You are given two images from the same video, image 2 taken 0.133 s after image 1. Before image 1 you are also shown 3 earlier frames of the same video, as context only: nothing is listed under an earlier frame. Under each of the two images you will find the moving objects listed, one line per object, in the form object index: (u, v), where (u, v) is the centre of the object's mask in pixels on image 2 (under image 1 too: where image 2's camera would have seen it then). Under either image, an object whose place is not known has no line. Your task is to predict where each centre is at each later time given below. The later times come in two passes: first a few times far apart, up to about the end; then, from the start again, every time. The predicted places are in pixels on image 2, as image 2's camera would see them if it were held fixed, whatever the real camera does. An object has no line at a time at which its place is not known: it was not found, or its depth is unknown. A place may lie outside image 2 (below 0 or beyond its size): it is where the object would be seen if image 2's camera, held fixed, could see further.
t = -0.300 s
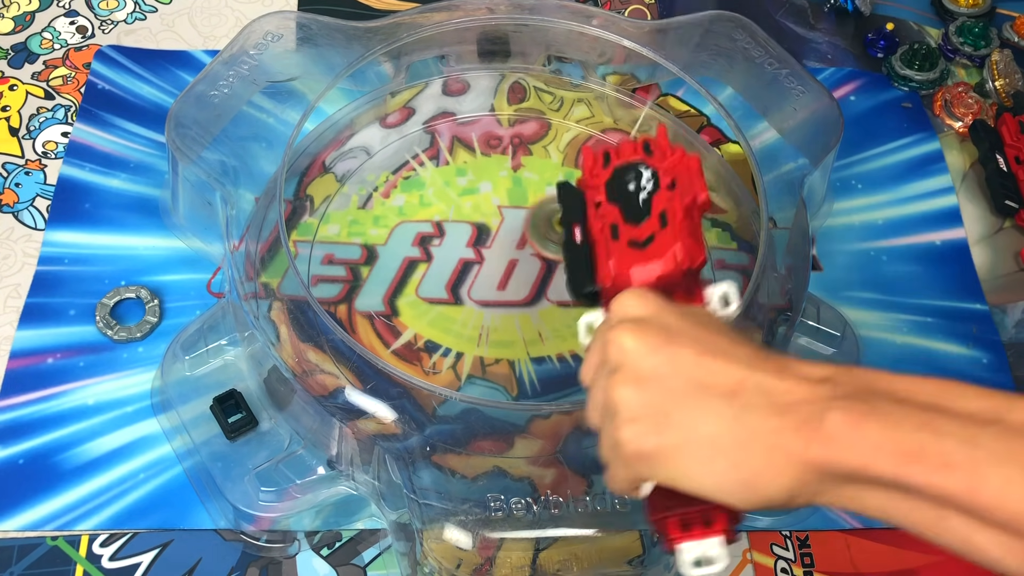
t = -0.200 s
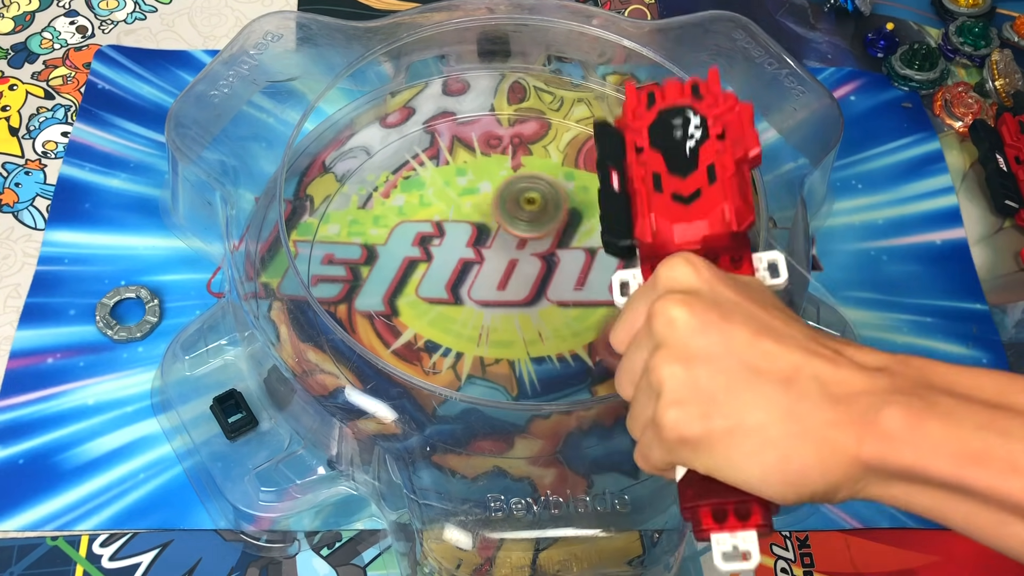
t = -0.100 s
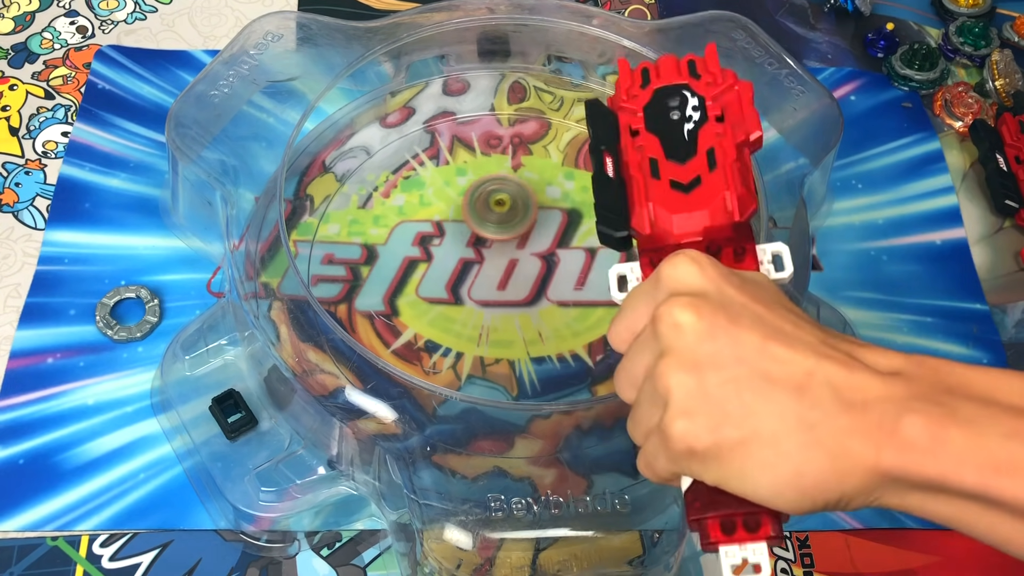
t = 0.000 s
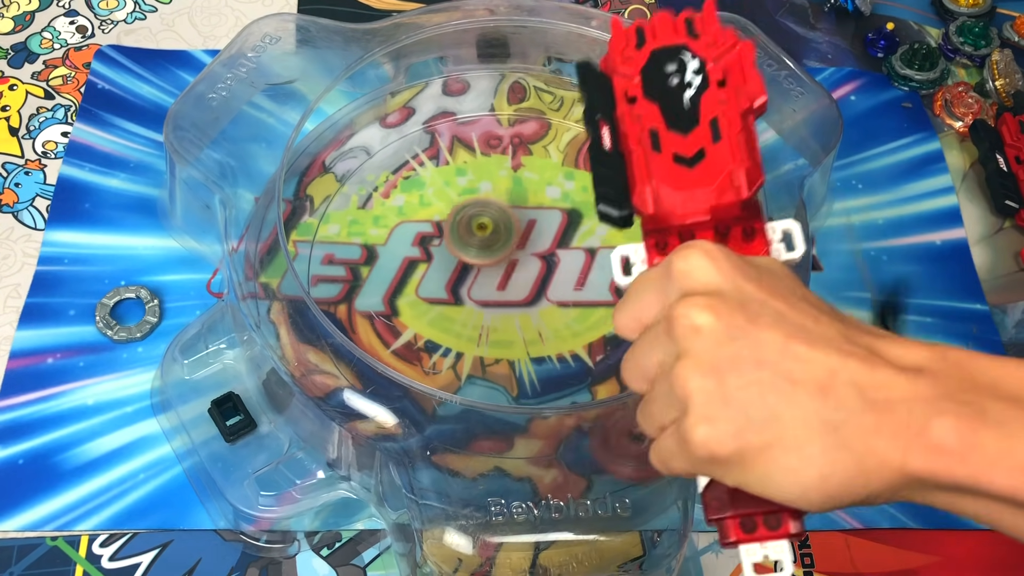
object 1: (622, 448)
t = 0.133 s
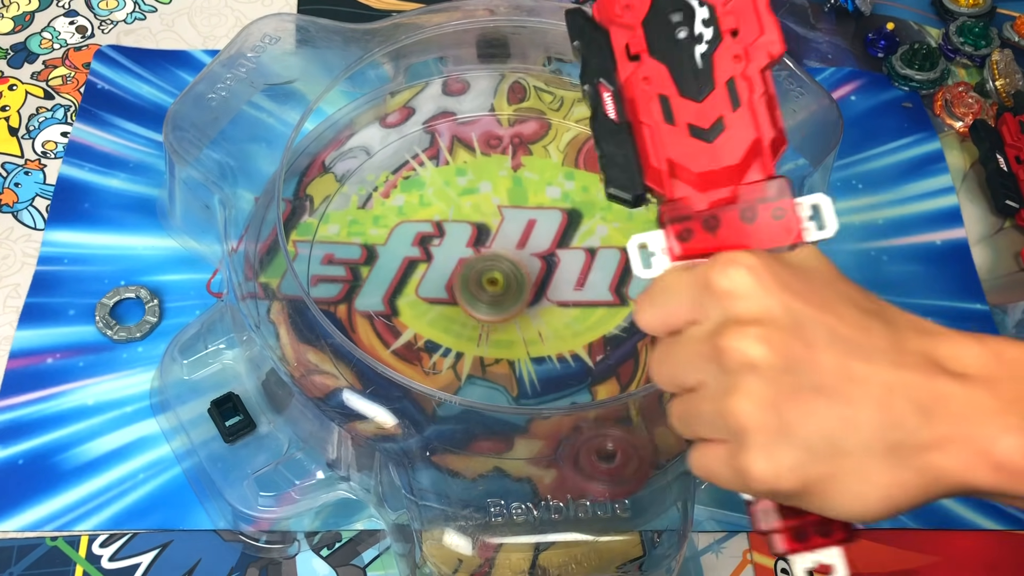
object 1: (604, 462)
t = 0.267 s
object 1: (579, 448)
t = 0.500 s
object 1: (517, 460)
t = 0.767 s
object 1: (514, 374)
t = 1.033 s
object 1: (397, 373)
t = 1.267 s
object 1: (447, 295)
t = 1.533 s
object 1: (375, 328)
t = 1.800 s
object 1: (345, 215)
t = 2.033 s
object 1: (457, 312)
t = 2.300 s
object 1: (503, 403)
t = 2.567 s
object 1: (453, 196)
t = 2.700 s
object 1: (315, 220)
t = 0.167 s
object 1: (606, 449)
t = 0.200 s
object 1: (600, 446)
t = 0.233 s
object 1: (591, 446)
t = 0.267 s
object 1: (579, 448)
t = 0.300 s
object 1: (569, 454)
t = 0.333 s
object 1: (562, 456)
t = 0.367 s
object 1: (552, 459)
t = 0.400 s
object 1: (547, 462)
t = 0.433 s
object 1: (536, 463)
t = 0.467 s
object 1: (524, 463)
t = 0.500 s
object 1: (517, 460)
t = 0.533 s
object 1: (510, 457)
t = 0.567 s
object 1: (506, 453)
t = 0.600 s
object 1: (499, 447)
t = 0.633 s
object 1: (493, 438)
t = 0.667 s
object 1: (490, 426)
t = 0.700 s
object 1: (496, 416)
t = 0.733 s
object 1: (511, 395)
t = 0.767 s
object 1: (514, 374)
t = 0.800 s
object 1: (506, 349)
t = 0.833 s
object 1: (486, 324)
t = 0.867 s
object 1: (448, 310)
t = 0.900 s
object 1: (403, 309)
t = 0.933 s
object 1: (363, 317)
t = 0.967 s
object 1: (336, 331)
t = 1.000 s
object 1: (360, 346)
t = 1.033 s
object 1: (397, 373)
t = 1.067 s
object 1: (419, 388)
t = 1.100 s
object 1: (436, 394)
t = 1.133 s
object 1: (456, 388)
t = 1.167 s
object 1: (466, 373)
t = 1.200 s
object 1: (478, 349)
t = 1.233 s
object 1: (465, 322)
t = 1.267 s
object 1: (447, 295)
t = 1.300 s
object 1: (422, 272)
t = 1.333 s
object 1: (387, 254)
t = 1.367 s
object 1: (351, 243)
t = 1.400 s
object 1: (312, 244)
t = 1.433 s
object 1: (322, 266)
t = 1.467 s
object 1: (341, 299)
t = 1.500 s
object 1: (360, 316)
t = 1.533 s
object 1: (375, 328)
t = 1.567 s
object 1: (391, 330)
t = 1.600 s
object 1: (414, 320)
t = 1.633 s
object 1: (427, 304)
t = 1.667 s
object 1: (434, 284)
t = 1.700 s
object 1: (420, 260)
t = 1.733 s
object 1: (399, 238)
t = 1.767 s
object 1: (373, 223)
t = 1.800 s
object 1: (345, 215)
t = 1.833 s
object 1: (317, 216)
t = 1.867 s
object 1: (317, 248)
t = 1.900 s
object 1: (328, 282)
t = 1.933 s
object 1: (347, 303)
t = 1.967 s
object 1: (376, 321)
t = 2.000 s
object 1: (417, 324)
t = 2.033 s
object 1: (457, 312)
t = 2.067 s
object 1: (474, 299)
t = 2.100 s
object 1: (445, 318)
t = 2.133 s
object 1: (417, 336)
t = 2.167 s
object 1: (409, 353)
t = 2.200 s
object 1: (416, 377)
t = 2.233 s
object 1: (438, 396)
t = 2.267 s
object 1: (470, 406)
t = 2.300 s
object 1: (503, 403)
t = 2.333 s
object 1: (536, 381)
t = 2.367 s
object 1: (555, 364)
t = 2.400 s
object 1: (563, 330)
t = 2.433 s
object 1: (558, 297)
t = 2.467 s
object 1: (545, 264)
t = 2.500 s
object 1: (521, 236)
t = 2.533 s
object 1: (488, 213)
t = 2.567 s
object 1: (453, 196)
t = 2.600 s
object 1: (411, 186)
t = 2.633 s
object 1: (372, 184)
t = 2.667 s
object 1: (334, 193)
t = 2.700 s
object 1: (315, 220)
